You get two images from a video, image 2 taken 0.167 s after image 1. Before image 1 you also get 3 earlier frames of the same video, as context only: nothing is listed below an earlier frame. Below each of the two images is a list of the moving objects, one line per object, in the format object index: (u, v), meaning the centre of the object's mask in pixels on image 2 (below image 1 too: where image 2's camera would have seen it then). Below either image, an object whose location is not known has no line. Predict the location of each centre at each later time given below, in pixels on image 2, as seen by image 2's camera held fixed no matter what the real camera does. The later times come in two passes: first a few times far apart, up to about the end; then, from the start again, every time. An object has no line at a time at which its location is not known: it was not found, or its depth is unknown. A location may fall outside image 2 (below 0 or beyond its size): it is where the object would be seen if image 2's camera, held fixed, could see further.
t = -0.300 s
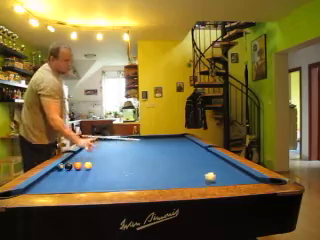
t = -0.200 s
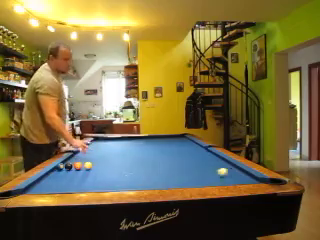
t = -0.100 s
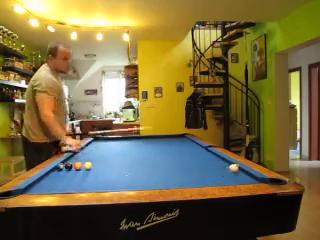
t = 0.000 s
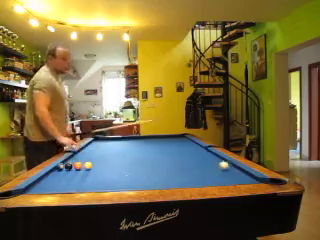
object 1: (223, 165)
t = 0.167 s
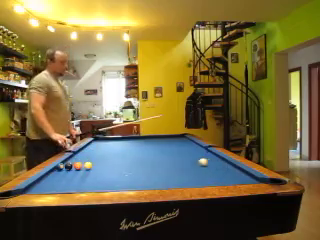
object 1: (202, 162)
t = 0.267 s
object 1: (192, 160)
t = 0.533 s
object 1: (166, 155)
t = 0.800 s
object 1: (146, 151)
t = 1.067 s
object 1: (129, 149)
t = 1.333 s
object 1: (115, 146)
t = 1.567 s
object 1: (103, 145)
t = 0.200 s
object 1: (199, 161)
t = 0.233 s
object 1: (195, 160)
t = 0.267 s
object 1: (192, 160)
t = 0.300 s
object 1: (188, 159)
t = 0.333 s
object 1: (184, 158)
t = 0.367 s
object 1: (181, 158)
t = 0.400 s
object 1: (178, 157)
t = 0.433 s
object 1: (175, 157)
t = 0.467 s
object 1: (172, 156)
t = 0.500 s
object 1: (169, 155)
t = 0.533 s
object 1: (166, 155)
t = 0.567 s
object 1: (163, 154)
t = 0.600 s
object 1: (161, 154)
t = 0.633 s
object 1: (158, 154)
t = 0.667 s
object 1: (155, 153)
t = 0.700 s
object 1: (153, 153)
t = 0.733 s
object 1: (150, 153)
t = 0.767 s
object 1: (148, 152)
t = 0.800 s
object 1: (146, 151)
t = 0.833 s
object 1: (143, 151)
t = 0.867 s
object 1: (141, 151)
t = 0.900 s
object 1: (139, 151)
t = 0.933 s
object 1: (137, 150)
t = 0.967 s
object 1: (135, 150)
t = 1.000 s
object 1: (133, 149)
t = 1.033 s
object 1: (131, 149)
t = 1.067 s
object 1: (129, 149)
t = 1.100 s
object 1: (127, 148)
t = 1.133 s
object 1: (125, 148)
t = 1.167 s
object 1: (124, 148)
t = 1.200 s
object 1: (121, 148)
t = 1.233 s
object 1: (120, 147)
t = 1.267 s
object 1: (118, 147)
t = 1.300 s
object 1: (116, 147)
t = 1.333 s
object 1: (115, 146)
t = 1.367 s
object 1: (113, 146)
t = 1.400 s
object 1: (111, 146)
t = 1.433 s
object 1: (110, 146)
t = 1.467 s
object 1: (108, 145)
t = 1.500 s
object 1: (106, 145)
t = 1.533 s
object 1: (105, 146)
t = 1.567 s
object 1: (103, 145)
